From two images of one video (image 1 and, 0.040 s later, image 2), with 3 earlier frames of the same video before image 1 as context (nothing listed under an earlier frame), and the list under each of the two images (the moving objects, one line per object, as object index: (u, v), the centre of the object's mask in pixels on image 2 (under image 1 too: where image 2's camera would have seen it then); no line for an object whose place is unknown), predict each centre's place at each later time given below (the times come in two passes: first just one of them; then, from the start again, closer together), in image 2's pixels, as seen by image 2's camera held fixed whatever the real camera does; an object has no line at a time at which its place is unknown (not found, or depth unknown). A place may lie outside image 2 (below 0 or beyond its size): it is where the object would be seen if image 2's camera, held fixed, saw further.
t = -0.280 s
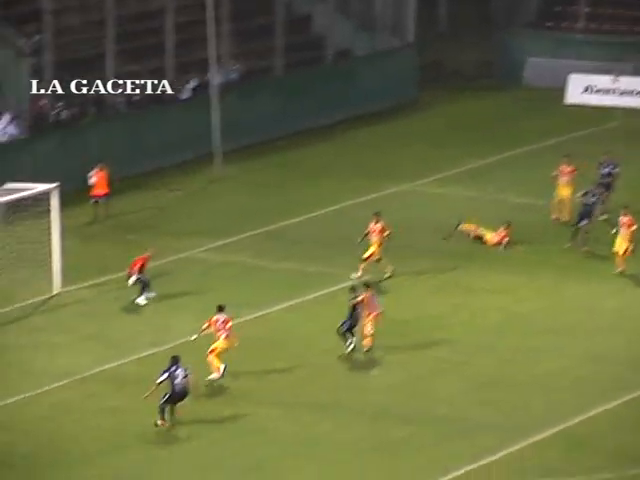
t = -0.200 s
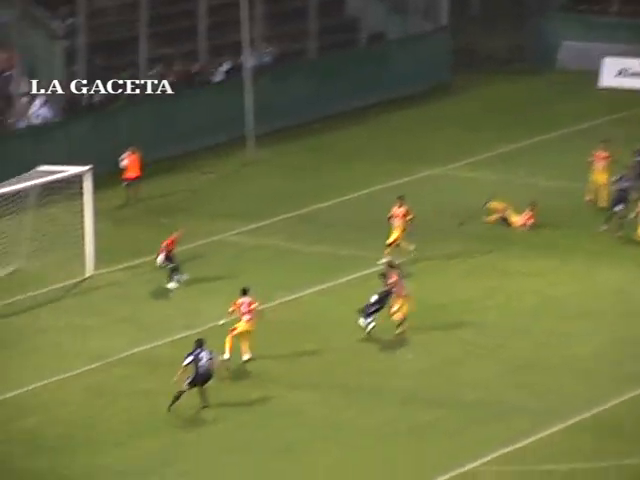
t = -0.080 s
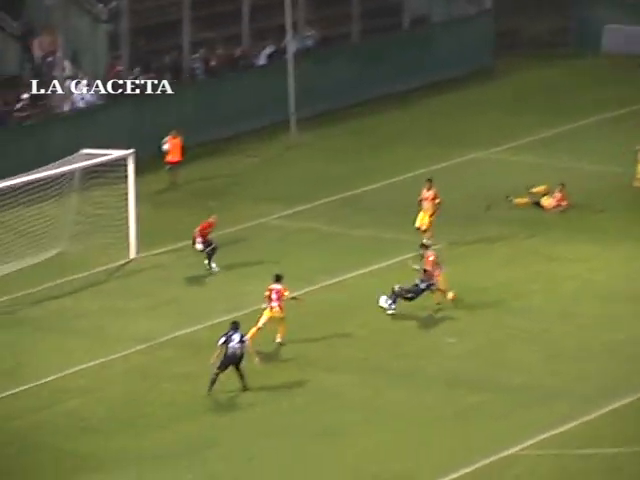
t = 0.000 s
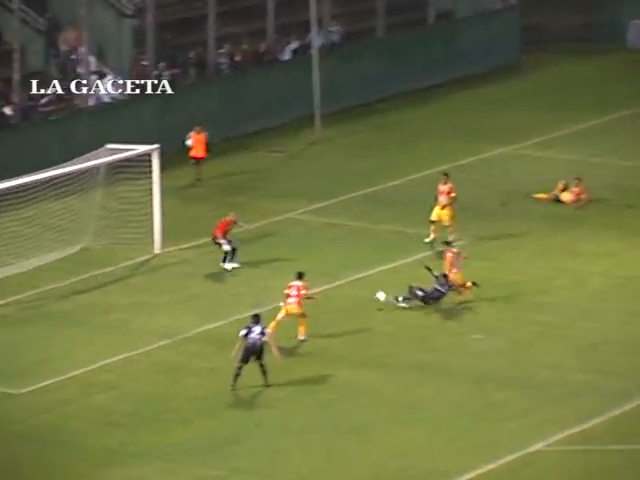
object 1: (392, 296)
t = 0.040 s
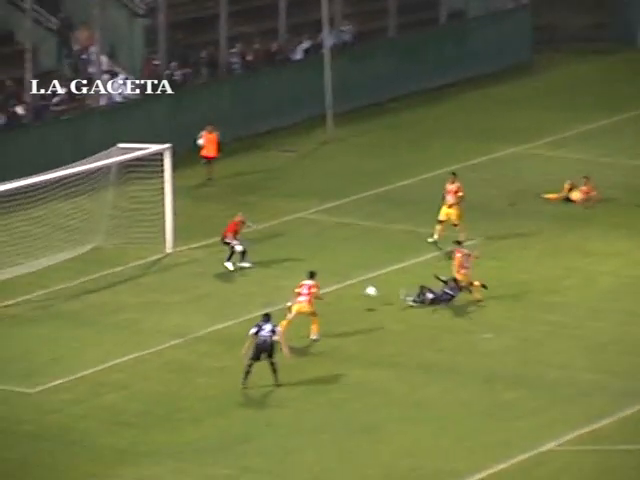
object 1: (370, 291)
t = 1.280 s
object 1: (-159, 319)
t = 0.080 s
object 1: (349, 287)
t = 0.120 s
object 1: (326, 285)
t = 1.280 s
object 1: (-159, 319)
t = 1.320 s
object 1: (-172, 318)
